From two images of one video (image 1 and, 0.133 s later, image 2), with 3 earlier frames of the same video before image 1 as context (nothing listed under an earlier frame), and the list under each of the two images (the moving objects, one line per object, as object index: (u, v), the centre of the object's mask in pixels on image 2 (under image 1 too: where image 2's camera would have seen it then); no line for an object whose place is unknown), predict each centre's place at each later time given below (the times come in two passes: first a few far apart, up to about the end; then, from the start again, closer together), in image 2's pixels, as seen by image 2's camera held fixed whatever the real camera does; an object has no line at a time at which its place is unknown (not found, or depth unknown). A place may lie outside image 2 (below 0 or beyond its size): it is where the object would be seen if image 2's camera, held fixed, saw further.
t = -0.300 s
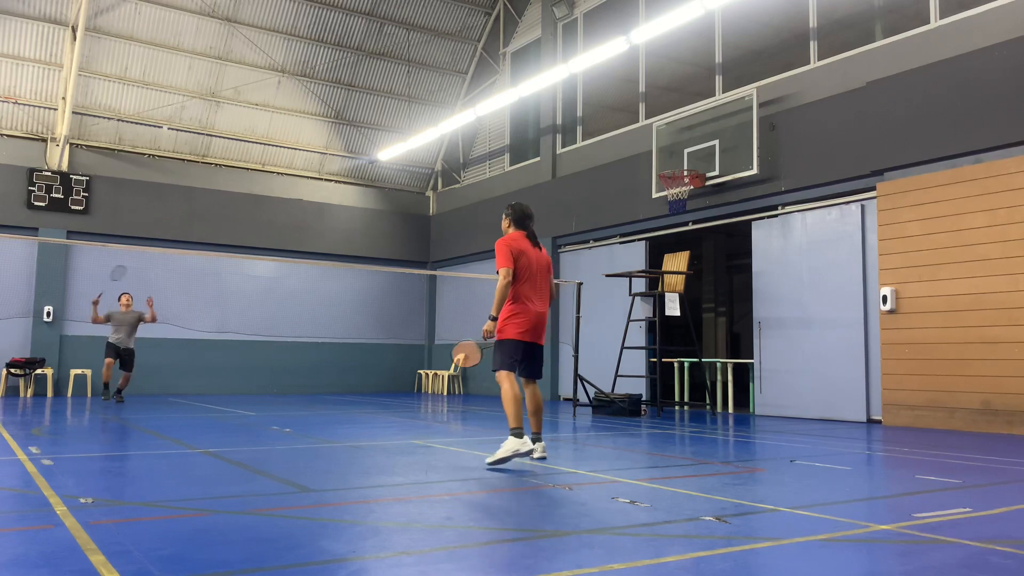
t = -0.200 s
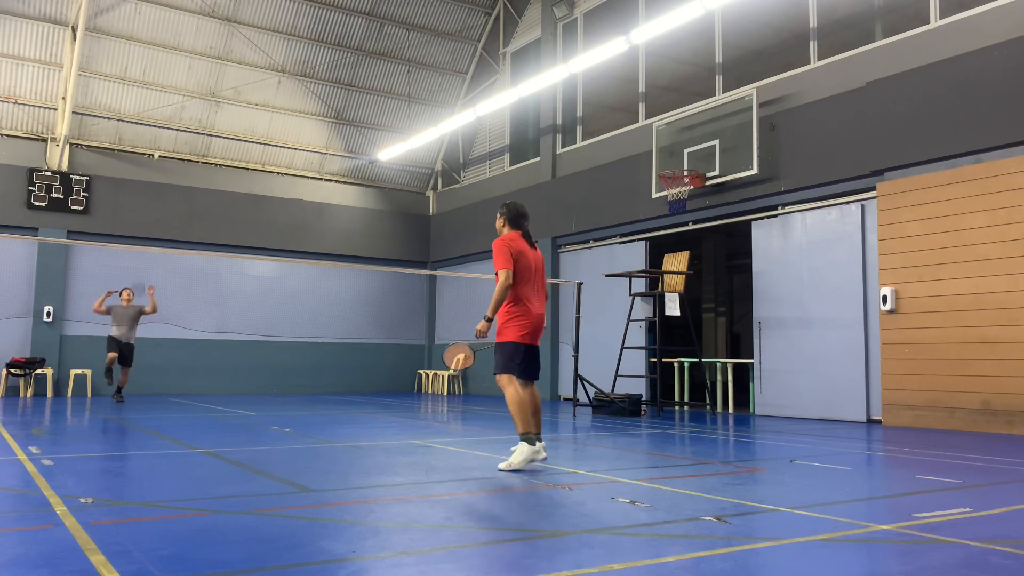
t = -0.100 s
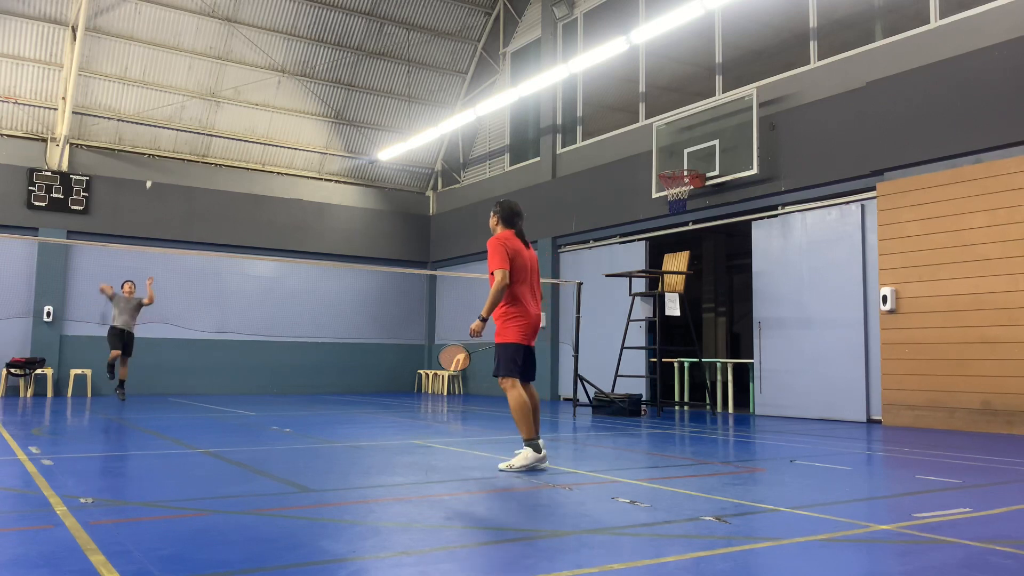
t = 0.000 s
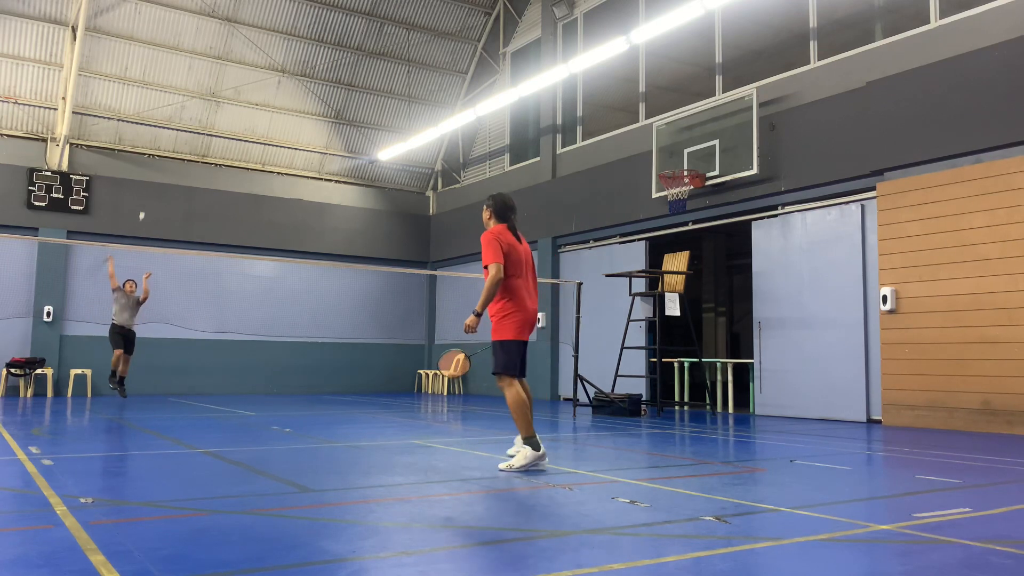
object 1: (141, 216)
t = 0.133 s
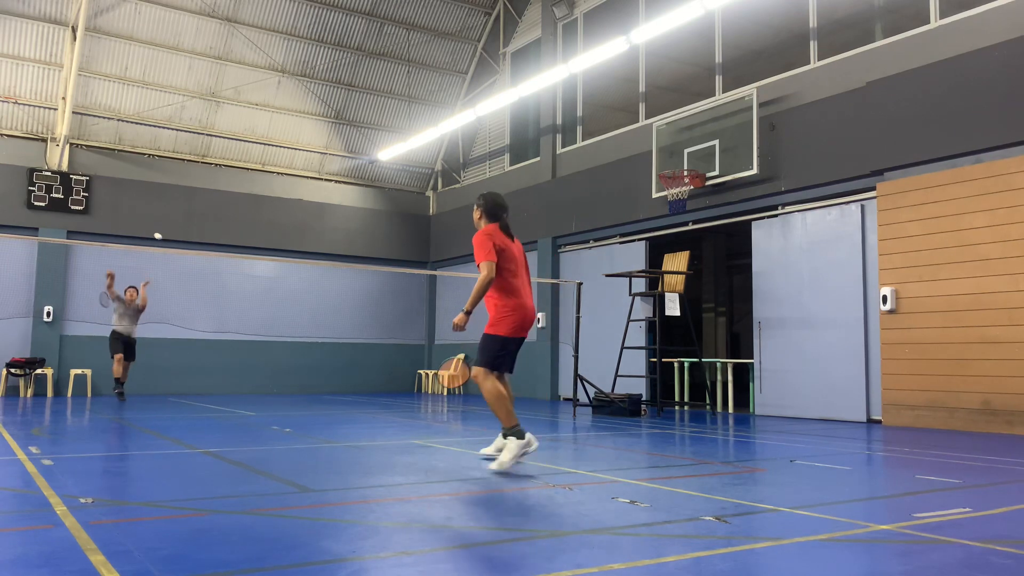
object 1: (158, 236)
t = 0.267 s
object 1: (179, 258)
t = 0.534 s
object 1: (169, 328)
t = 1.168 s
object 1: (160, 422)
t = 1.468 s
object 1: (163, 426)
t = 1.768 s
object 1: (165, 426)
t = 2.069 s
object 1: (167, 426)
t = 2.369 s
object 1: (168, 425)
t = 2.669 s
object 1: (168, 425)
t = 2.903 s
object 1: (168, 425)
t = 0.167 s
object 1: (163, 240)
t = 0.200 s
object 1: (169, 245)
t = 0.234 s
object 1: (174, 248)
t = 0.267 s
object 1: (179, 258)
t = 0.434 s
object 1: (173, 295)
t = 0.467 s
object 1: (172, 305)
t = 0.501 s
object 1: (171, 316)
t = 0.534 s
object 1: (169, 328)
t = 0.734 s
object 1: (161, 416)
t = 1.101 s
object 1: (159, 422)
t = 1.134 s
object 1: (159, 424)
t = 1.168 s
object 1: (160, 422)
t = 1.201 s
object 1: (160, 421)
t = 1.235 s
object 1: (161, 422)
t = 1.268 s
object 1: (161, 423)
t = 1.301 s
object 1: (162, 425)
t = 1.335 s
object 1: (162, 425)
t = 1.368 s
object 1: (162, 425)
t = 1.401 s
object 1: (163, 425)
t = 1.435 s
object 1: (163, 425)
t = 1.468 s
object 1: (163, 426)
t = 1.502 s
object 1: (163, 426)
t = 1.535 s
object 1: (163, 426)
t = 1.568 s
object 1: (164, 426)
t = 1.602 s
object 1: (164, 426)
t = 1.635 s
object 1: (164, 426)
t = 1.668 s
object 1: (165, 426)
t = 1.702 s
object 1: (165, 426)
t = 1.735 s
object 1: (165, 426)
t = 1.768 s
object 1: (165, 426)
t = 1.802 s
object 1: (166, 426)
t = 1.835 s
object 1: (166, 425)
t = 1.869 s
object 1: (166, 425)
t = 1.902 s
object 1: (167, 425)
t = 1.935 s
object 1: (167, 425)
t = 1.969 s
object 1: (167, 425)
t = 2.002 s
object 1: (167, 425)
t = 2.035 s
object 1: (167, 425)
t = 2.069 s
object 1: (167, 426)
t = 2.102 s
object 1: (168, 426)
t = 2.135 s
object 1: (168, 425)
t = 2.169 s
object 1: (168, 425)
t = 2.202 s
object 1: (168, 425)
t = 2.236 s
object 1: (169, 425)
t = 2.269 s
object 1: (169, 425)
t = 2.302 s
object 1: (169, 425)
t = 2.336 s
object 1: (168, 425)
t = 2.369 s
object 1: (168, 425)
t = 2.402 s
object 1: (168, 426)
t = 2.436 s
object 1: (168, 425)
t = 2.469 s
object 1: (168, 425)
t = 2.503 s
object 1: (168, 425)
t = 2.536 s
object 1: (168, 425)
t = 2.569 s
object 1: (168, 425)
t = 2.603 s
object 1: (168, 425)
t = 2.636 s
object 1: (168, 425)
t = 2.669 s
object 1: (168, 425)
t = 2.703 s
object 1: (168, 425)
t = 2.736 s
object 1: (168, 426)
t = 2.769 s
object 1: (168, 425)
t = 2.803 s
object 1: (168, 425)
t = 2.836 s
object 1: (168, 425)
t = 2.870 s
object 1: (168, 425)
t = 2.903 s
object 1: (168, 425)
